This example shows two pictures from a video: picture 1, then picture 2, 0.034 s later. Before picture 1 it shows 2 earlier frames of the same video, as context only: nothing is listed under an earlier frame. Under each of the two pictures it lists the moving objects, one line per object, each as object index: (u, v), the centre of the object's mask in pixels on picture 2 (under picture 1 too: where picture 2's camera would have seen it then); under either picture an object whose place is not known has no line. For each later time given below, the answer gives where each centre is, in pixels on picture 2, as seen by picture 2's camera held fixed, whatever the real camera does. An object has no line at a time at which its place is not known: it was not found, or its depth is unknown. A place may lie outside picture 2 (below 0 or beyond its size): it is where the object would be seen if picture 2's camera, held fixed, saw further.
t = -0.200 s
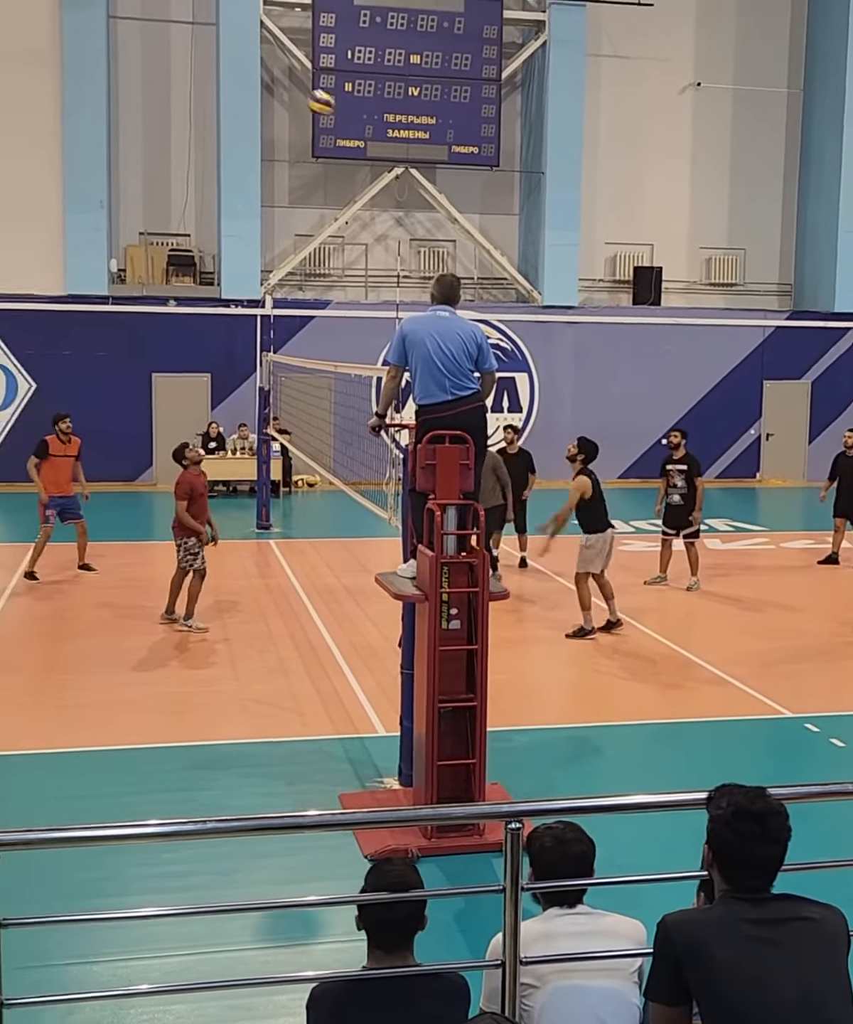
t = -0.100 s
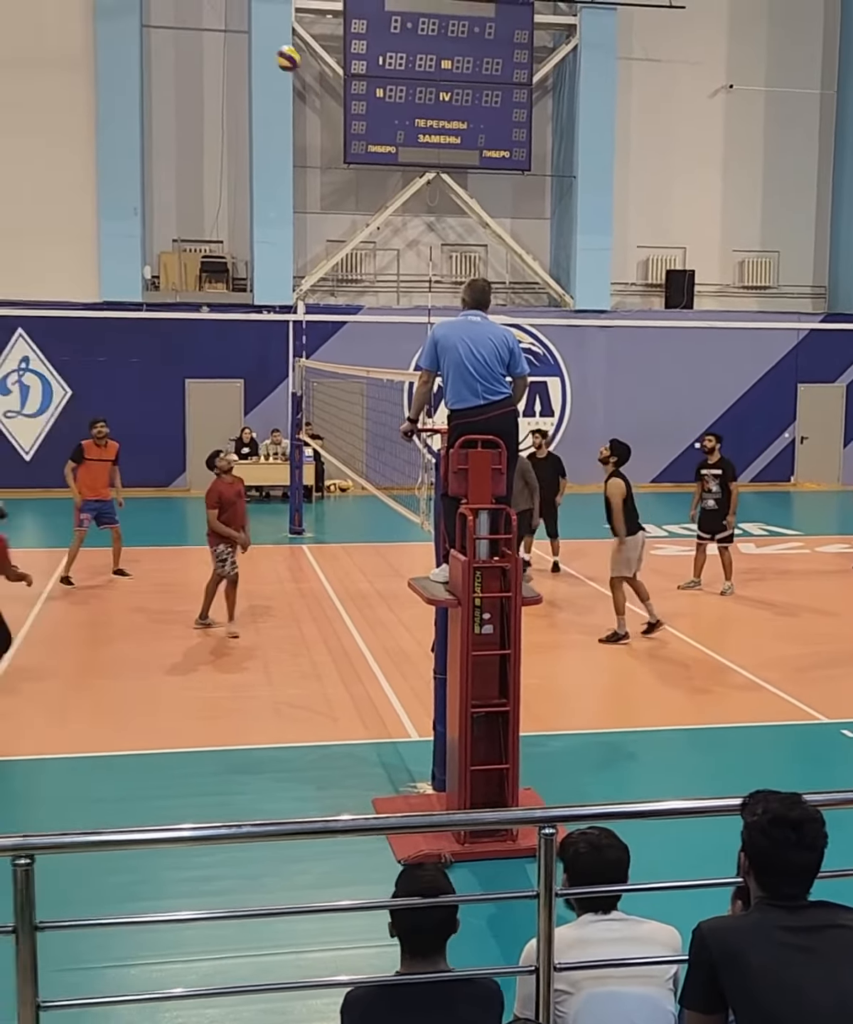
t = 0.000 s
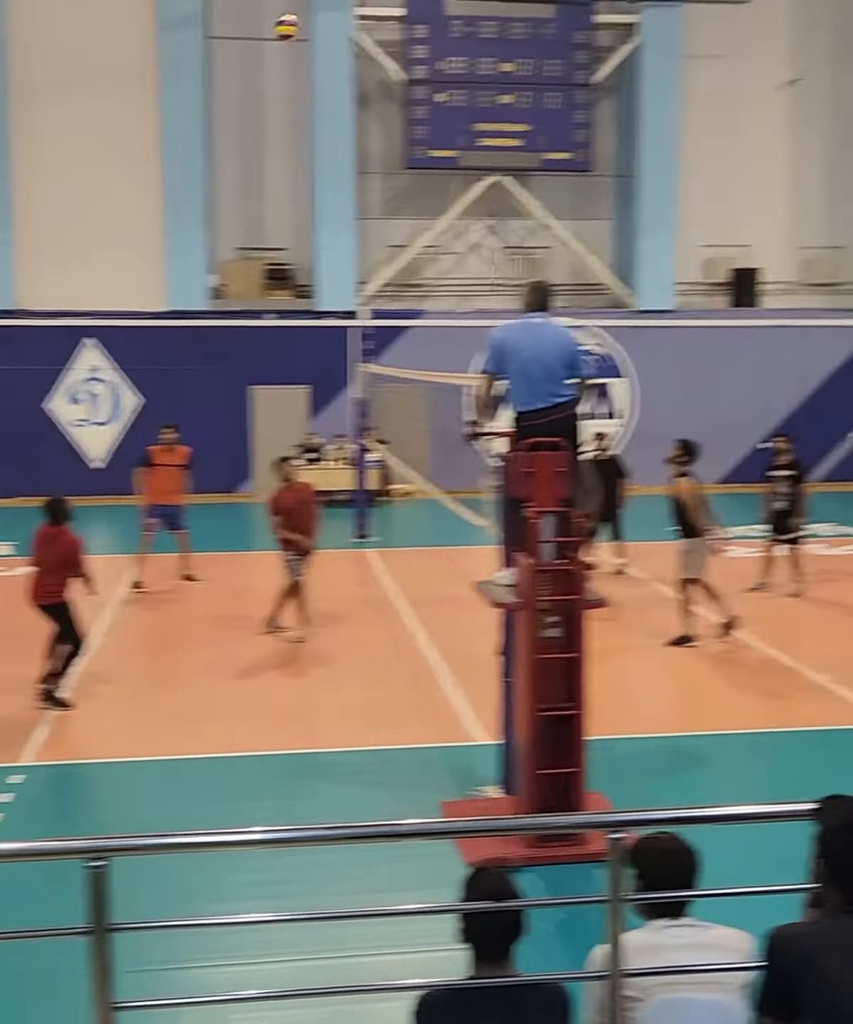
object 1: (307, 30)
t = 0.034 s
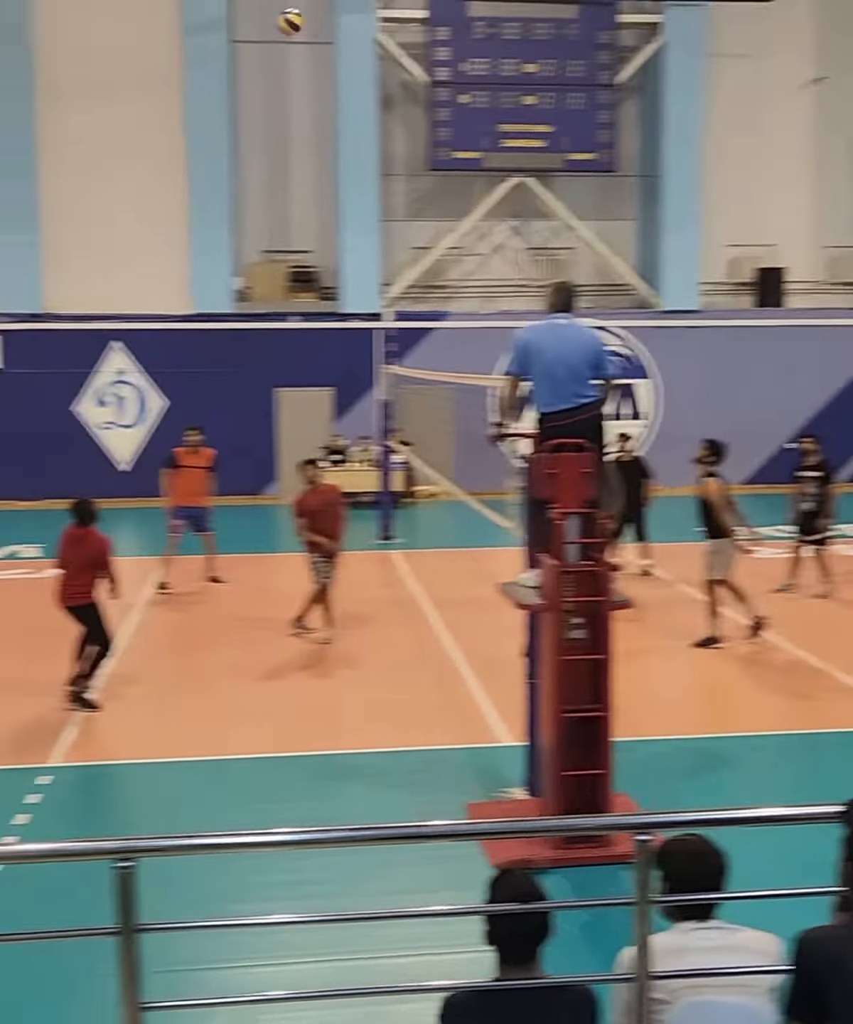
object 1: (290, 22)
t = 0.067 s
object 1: (272, 12)
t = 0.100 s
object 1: (254, 5)
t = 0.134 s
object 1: (237, 0)
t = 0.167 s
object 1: (220, -3)
